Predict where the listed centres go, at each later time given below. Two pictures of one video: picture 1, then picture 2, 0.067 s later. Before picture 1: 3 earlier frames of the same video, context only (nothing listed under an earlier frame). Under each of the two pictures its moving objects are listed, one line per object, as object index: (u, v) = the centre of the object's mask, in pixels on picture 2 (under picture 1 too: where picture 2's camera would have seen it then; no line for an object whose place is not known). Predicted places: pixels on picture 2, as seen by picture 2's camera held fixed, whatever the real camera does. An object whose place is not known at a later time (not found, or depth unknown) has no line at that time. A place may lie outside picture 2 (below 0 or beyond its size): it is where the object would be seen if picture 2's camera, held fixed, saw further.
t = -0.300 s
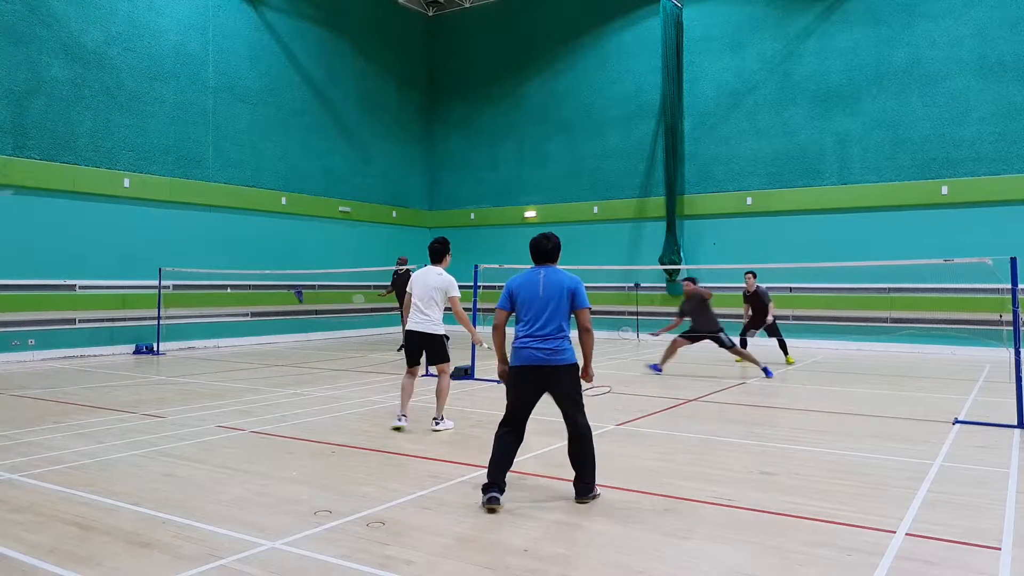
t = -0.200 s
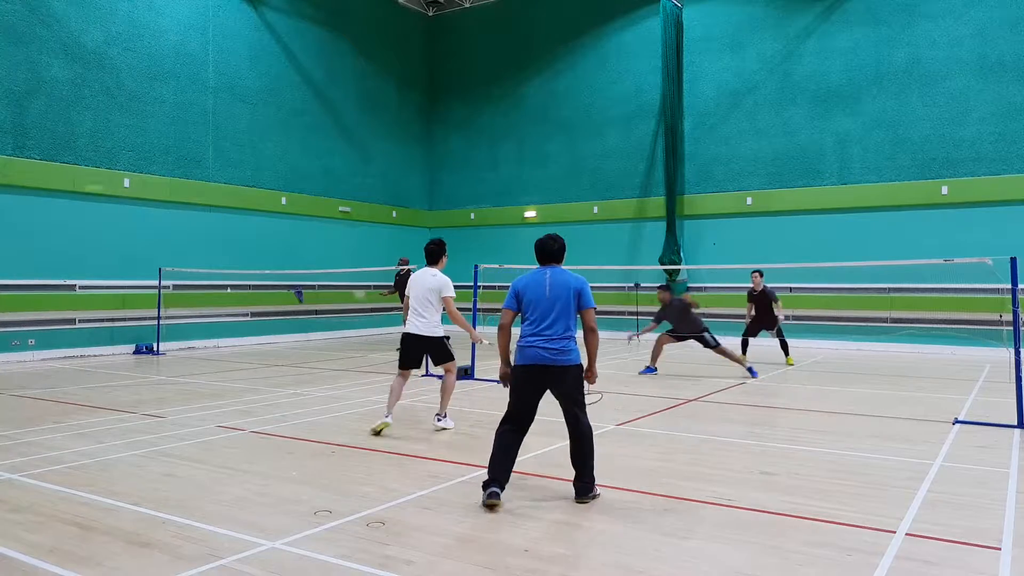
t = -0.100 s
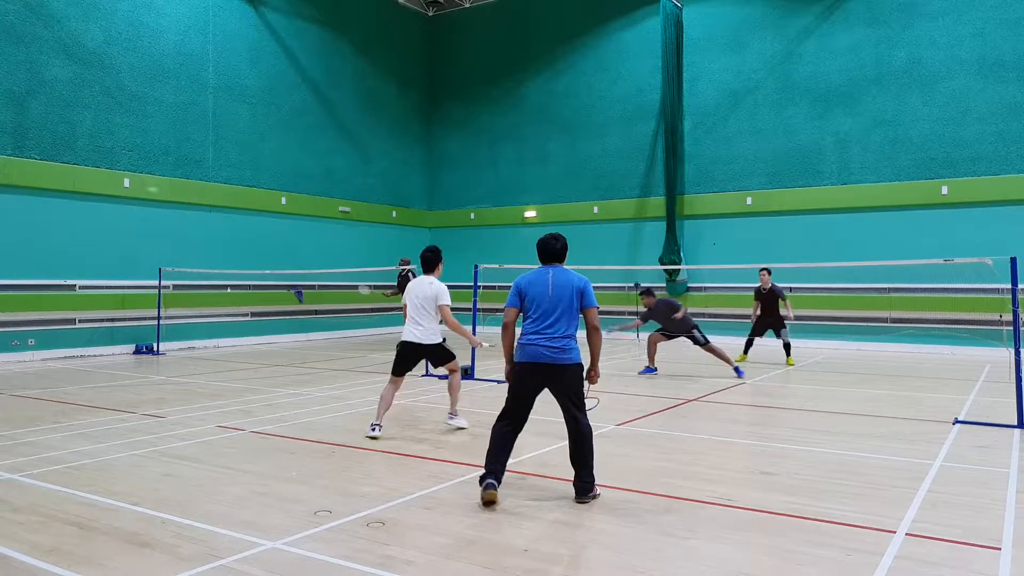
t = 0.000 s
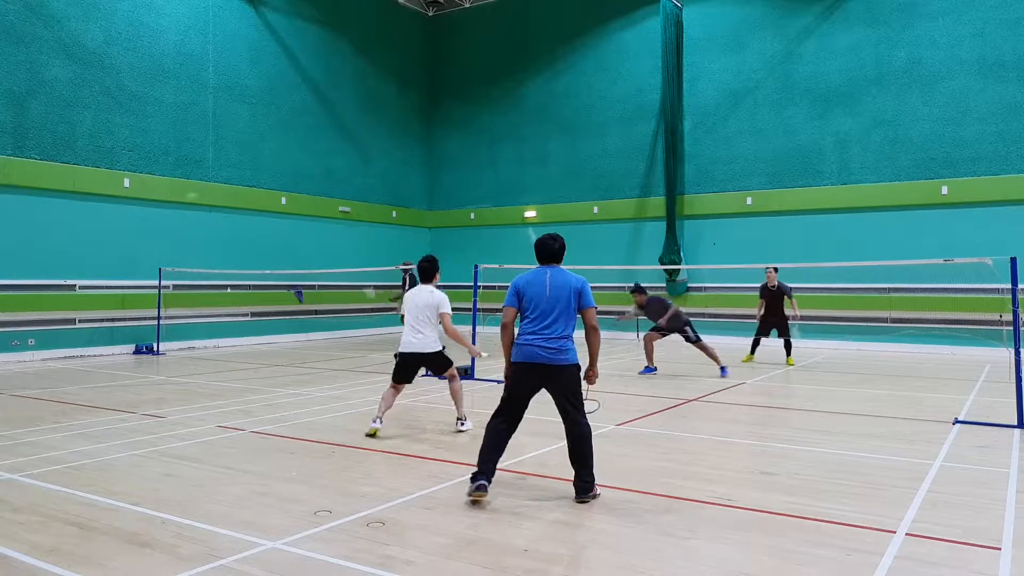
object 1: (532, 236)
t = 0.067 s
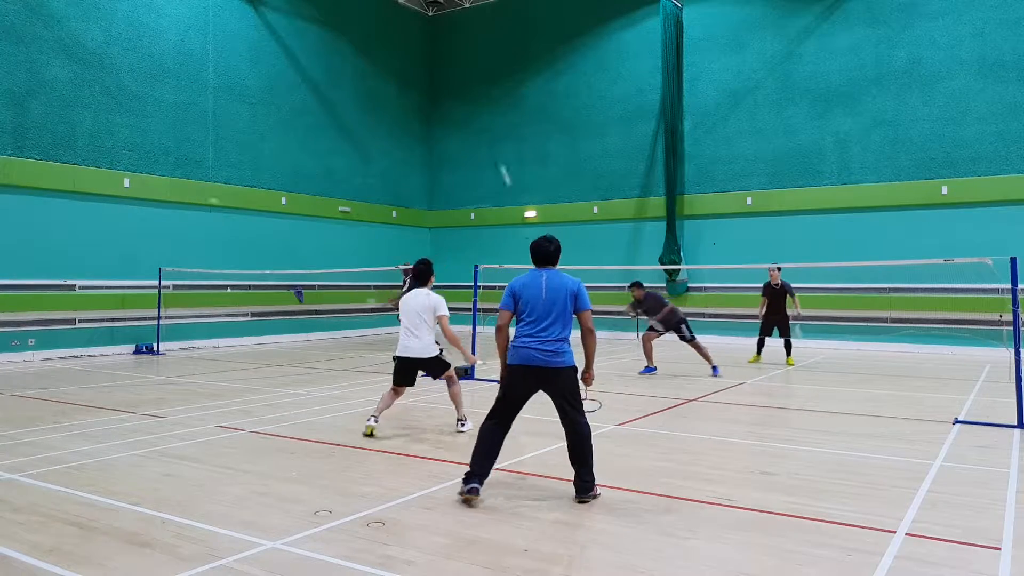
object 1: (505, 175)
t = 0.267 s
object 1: (433, 33)
